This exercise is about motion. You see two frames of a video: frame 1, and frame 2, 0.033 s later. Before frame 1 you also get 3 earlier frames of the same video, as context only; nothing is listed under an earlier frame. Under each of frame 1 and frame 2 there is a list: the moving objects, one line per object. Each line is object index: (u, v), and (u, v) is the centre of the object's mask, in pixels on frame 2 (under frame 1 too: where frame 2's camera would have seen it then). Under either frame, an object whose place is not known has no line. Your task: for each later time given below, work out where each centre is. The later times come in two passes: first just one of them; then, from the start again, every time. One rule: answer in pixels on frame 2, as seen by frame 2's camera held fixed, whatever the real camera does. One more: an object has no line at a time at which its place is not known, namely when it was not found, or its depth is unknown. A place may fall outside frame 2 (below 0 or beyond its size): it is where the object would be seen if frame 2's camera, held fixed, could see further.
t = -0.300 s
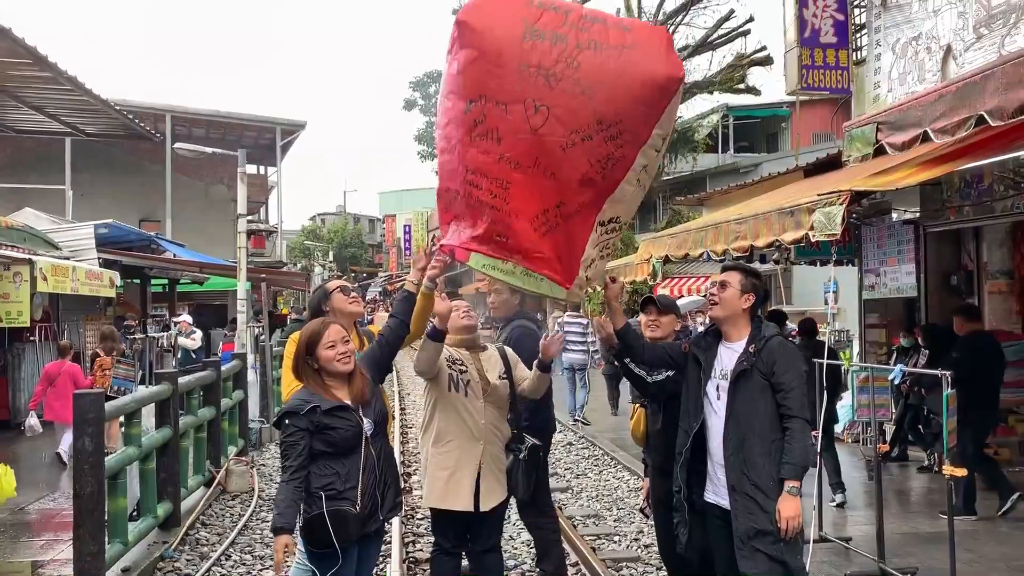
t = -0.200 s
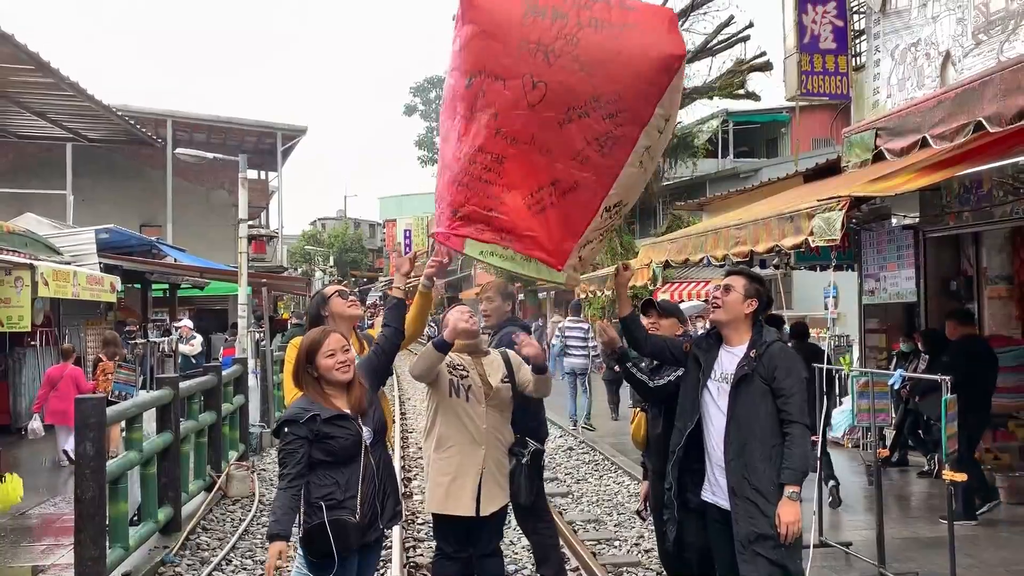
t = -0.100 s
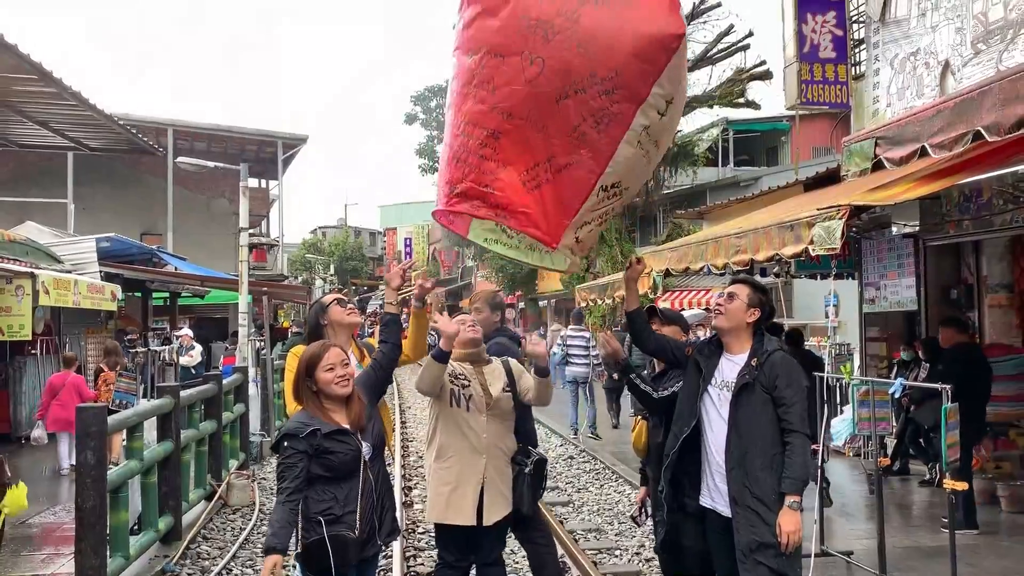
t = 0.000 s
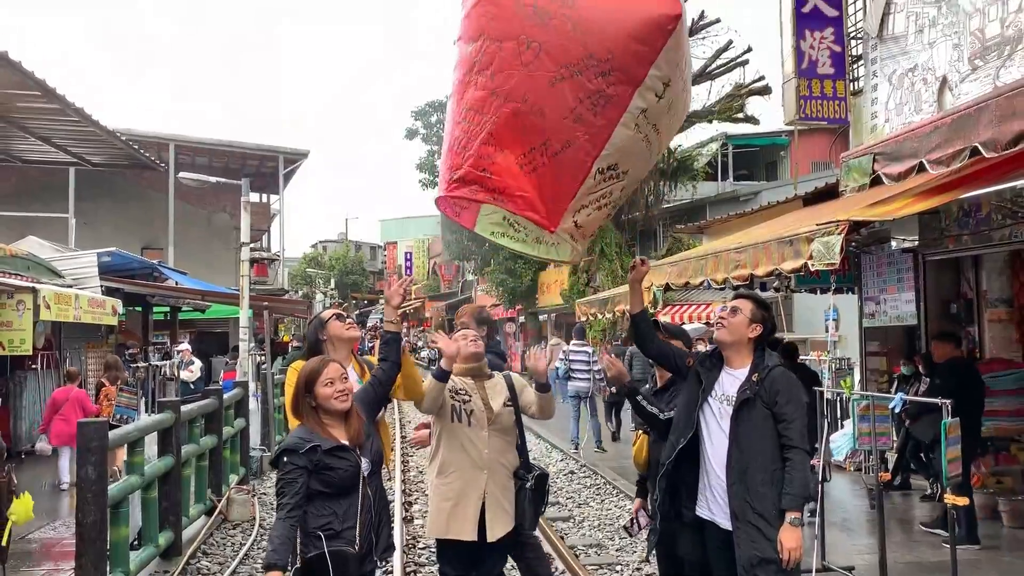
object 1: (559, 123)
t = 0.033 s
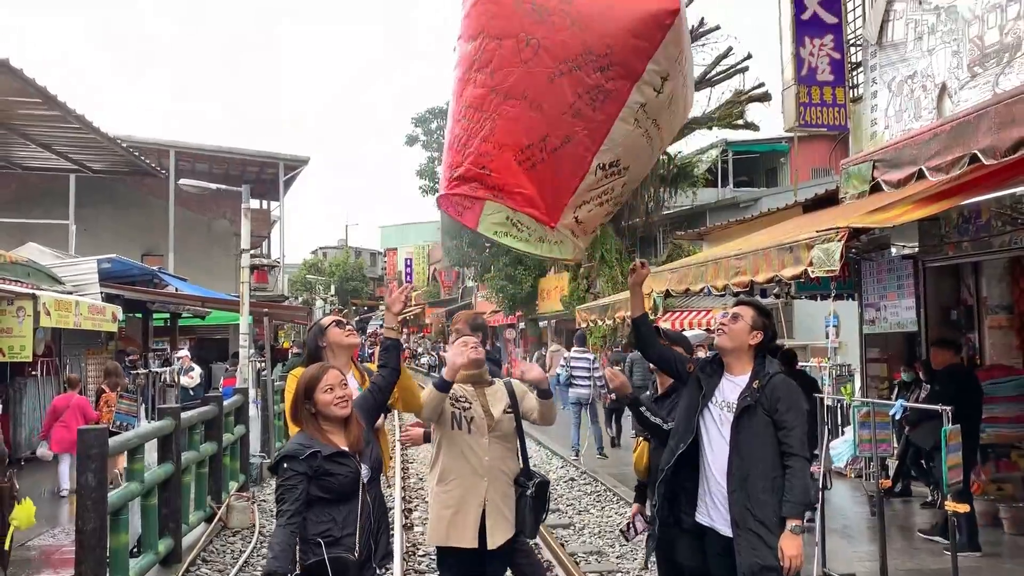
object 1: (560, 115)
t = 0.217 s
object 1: (569, 59)
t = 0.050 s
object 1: (561, 111)
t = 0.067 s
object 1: (562, 106)
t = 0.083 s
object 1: (562, 101)
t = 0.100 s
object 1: (563, 97)
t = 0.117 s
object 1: (564, 92)
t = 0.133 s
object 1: (565, 87)
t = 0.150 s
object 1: (565, 82)
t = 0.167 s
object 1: (566, 76)
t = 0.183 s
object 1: (567, 70)
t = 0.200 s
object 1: (568, 65)
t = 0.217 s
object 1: (569, 59)
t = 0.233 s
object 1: (570, 53)
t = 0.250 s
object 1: (570, 47)
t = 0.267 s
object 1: (571, 40)
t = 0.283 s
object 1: (572, 34)
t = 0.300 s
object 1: (573, 27)
